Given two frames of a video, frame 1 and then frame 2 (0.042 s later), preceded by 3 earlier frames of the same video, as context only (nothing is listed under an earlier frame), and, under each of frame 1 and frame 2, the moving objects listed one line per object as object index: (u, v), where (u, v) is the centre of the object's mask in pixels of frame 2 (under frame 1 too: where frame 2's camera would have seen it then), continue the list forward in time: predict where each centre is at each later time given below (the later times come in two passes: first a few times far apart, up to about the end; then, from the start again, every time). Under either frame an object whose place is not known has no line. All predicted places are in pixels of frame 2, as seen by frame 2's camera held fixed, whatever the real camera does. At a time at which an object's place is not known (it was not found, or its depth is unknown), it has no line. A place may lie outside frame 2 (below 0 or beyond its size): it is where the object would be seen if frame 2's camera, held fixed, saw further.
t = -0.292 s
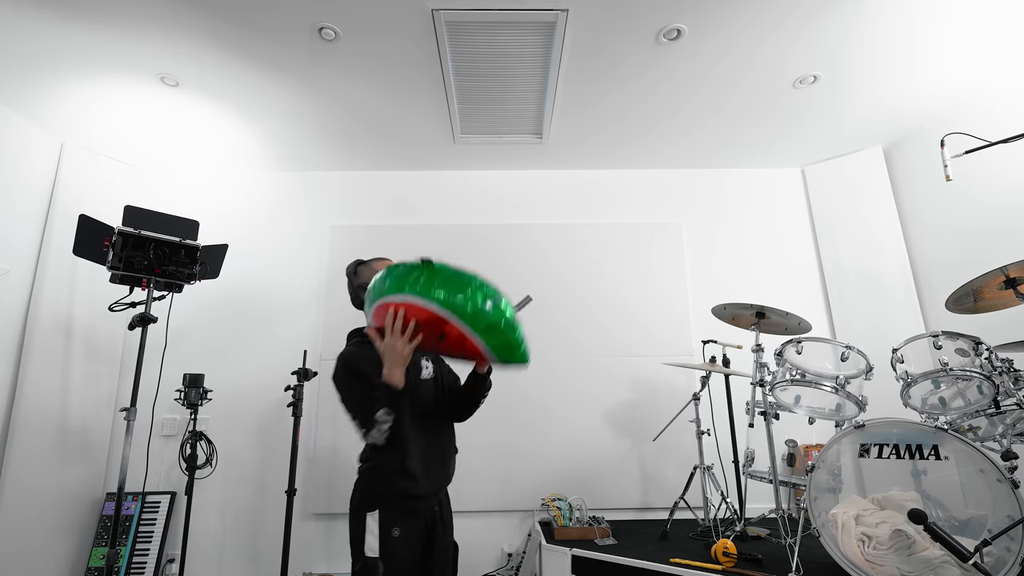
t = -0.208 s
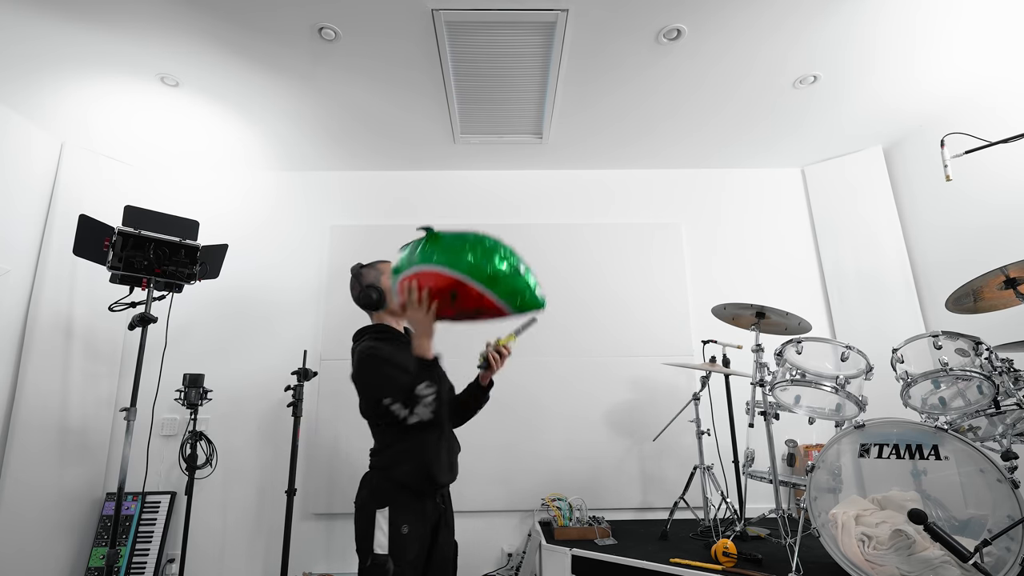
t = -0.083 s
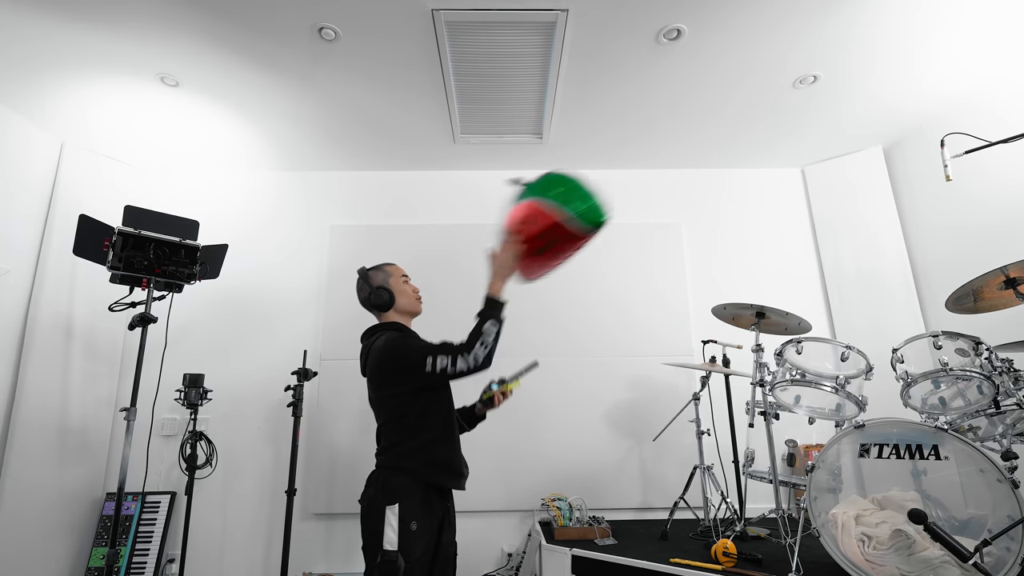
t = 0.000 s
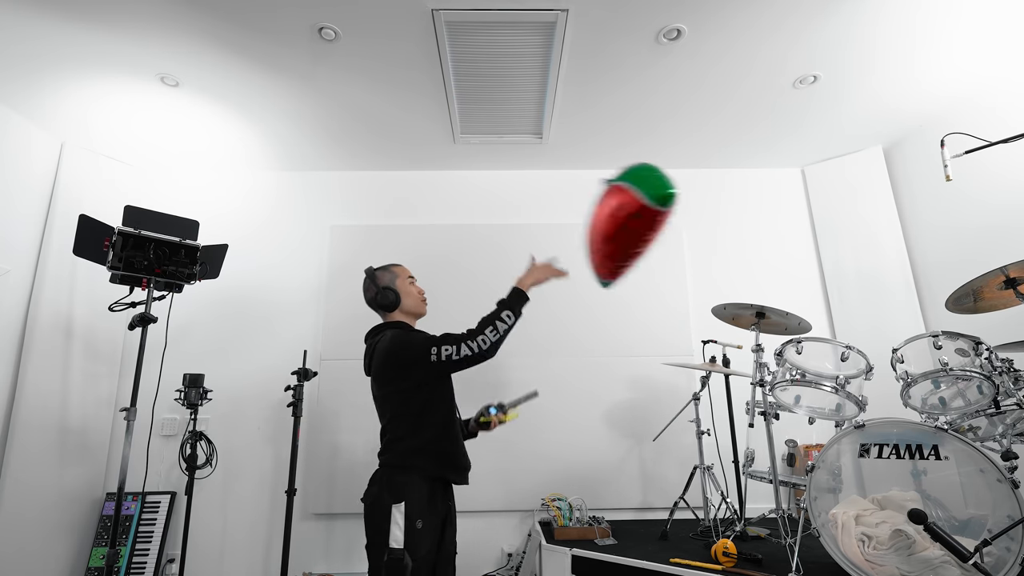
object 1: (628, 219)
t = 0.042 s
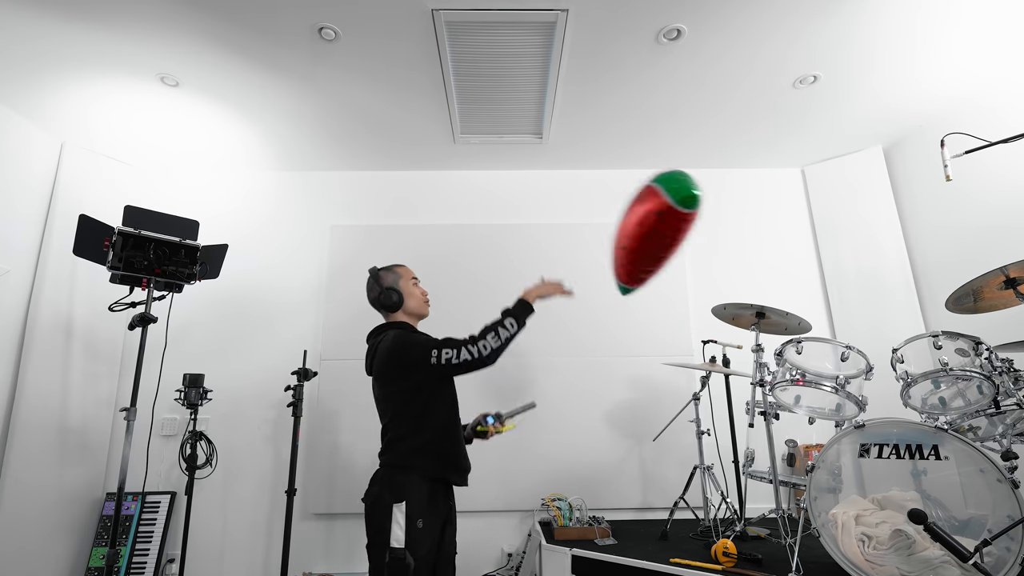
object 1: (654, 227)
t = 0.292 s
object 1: (723, 262)
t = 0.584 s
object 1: (743, 297)
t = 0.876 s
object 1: (768, 338)
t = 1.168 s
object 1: (795, 423)
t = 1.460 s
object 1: (801, 526)
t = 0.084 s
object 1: (673, 236)
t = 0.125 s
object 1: (688, 243)
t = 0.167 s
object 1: (699, 249)
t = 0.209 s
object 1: (708, 253)
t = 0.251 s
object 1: (716, 257)
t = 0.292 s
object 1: (723, 262)
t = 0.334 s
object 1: (729, 266)
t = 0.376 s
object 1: (733, 272)
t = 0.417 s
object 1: (738, 278)
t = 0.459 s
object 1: (739, 284)
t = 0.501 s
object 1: (742, 291)
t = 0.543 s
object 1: (742, 294)
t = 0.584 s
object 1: (743, 297)
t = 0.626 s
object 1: (745, 299)
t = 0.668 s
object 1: (749, 304)
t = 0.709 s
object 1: (751, 308)
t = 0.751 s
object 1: (756, 314)
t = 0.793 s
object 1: (759, 321)
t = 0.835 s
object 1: (764, 329)
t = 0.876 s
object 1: (768, 338)
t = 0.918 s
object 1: (774, 351)
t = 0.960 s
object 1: (777, 361)
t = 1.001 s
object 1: (784, 376)
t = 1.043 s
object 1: (787, 388)
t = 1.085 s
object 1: (791, 401)
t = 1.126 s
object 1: (792, 411)
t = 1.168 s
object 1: (795, 423)
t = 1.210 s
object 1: (797, 437)
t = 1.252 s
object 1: (800, 452)
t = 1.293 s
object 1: (801, 466)
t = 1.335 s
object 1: (801, 481)
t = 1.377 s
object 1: (802, 496)
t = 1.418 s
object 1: (800, 511)
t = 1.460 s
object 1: (801, 526)
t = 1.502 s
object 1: (798, 538)
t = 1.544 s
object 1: (794, 545)
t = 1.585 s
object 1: (789, 549)
